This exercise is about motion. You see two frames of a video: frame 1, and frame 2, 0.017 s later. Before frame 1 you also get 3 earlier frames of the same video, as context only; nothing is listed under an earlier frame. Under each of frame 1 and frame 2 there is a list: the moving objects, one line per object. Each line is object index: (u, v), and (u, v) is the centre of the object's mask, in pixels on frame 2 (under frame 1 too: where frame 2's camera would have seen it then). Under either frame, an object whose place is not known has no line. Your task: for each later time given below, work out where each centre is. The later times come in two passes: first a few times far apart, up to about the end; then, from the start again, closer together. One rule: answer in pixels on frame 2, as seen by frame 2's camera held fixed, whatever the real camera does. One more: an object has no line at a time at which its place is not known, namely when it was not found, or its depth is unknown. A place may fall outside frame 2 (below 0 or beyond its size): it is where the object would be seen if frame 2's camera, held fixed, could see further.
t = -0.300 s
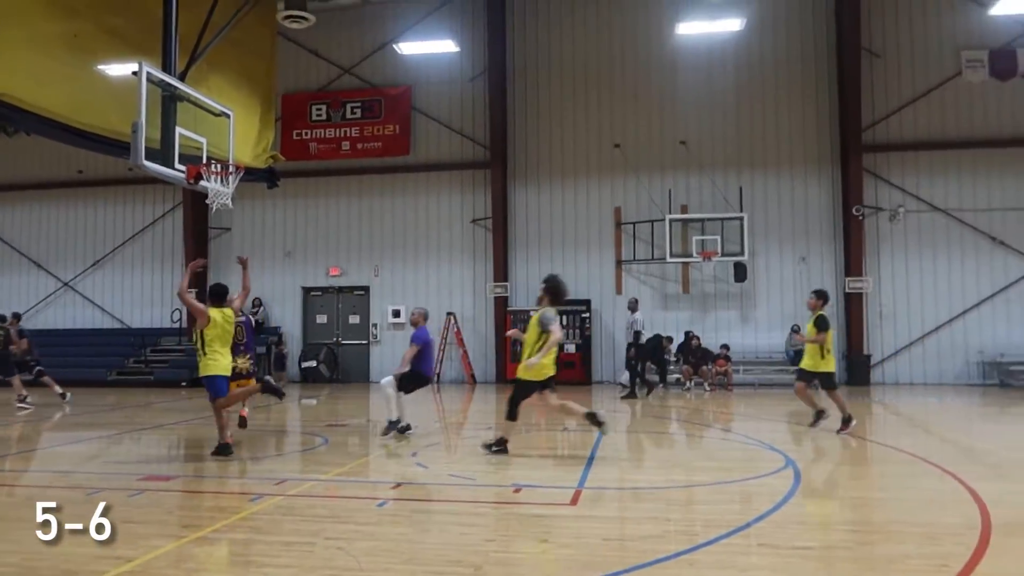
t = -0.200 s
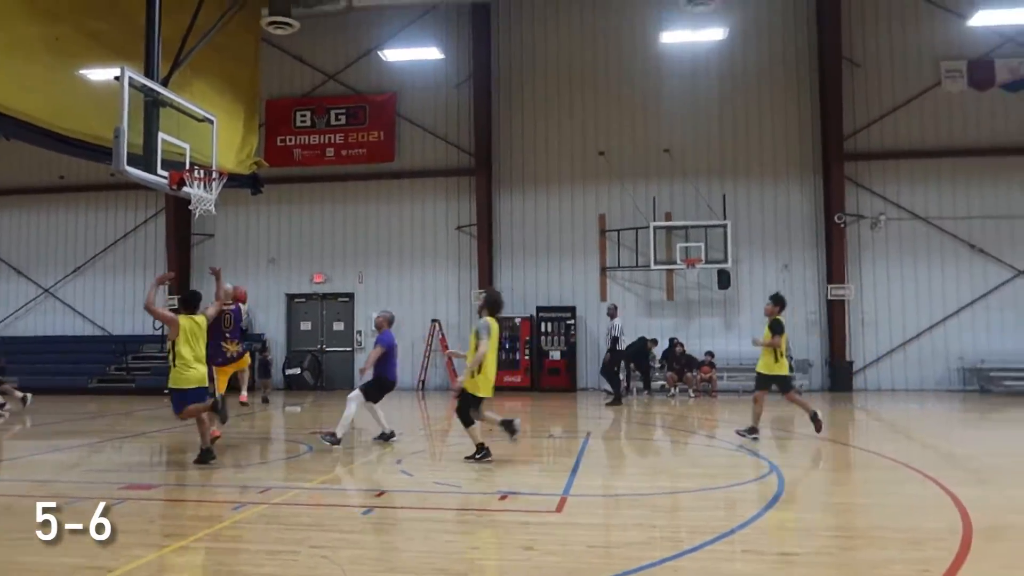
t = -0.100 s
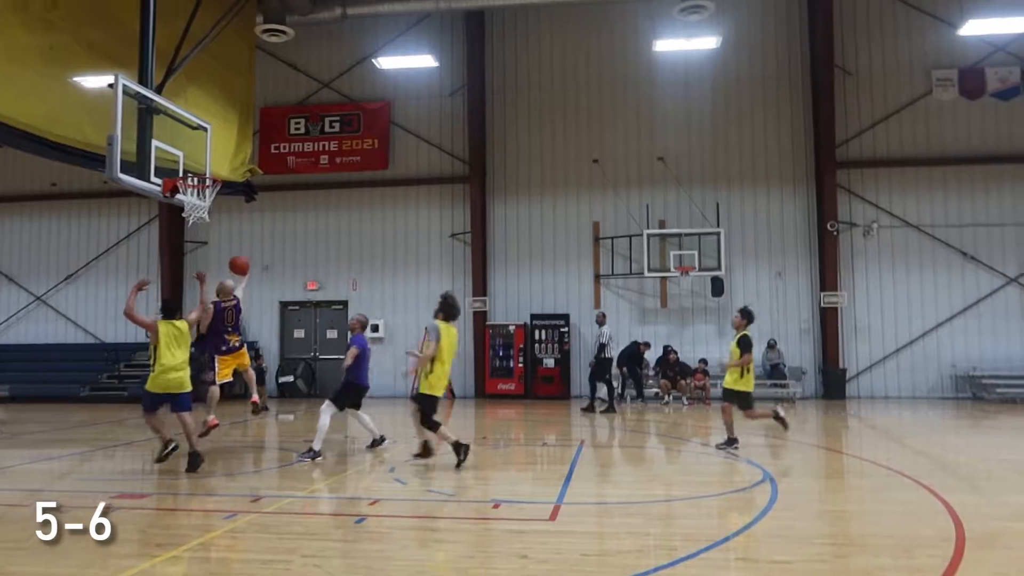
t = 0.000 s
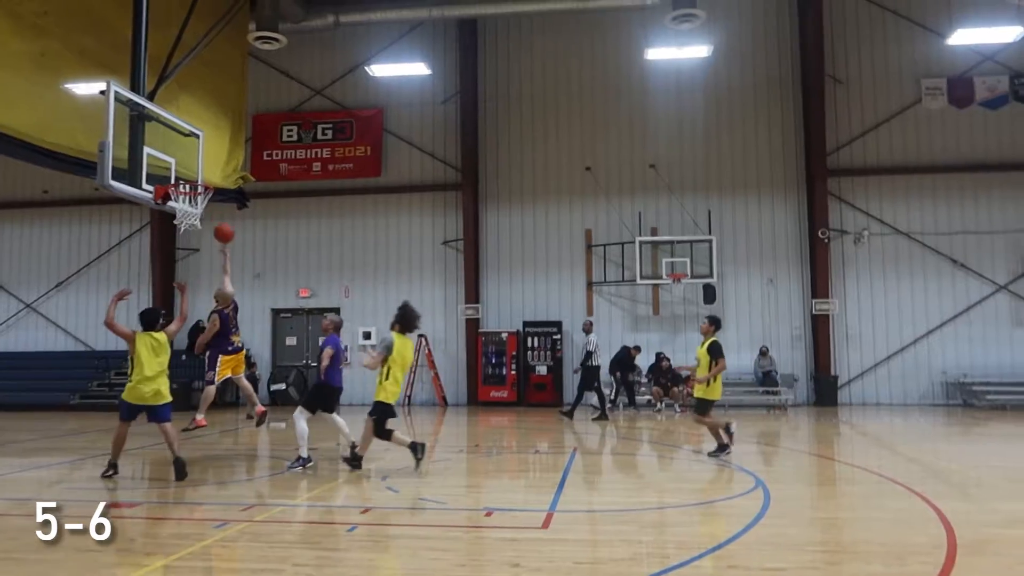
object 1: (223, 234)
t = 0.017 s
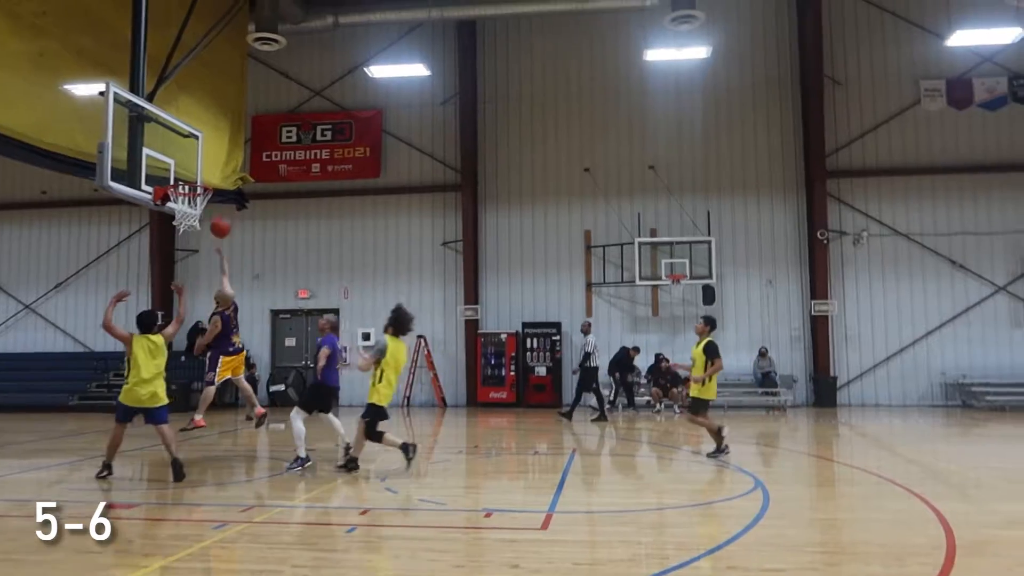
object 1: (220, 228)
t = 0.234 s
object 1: (190, 165)
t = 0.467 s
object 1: (185, 151)
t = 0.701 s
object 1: (190, 183)
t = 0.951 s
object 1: (191, 213)
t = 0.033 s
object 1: (218, 221)
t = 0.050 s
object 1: (217, 216)
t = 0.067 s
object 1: (214, 210)
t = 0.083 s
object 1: (214, 205)
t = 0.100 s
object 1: (213, 200)
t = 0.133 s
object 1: (205, 184)
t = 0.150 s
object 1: (202, 180)
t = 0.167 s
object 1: (200, 179)
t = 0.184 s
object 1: (198, 176)
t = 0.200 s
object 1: (195, 172)
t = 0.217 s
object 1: (193, 168)
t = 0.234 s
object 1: (190, 165)
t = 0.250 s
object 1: (188, 161)
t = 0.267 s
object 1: (185, 158)
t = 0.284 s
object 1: (183, 155)
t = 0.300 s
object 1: (181, 153)
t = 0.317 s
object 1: (181, 152)
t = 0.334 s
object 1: (181, 151)
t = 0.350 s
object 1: (182, 150)
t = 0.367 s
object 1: (182, 150)
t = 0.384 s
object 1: (182, 150)
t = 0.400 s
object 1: (183, 149)
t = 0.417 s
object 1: (183, 149)
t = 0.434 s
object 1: (184, 150)
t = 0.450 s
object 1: (184, 151)
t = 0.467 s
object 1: (185, 151)
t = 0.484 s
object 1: (185, 152)
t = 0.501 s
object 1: (185, 153)
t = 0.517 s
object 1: (186, 155)
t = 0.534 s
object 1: (186, 157)
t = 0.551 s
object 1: (186, 159)
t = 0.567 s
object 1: (187, 161)
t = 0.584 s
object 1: (187, 163)
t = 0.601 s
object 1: (188, 166)
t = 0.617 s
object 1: (188, 170)
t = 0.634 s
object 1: (188, 173)
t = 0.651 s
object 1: (189, 176)
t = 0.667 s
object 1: (189, 179)
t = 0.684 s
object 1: (190, 182)
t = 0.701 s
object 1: (190, 183)
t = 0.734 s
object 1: (196, 191)
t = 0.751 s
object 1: (195, 195)
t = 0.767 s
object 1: (195, 196)
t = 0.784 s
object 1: (195, 199)
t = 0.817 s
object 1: (199, 199)
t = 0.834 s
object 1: (199, 204)
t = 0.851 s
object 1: (198, 210)
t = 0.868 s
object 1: (198, 209)
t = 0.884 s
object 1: (194, 216)
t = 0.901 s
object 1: (193, 215)
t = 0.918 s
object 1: (192, 214)
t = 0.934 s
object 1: (192, 213)
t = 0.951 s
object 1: (191, 213)
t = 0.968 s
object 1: (191, 214)
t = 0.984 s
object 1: (191, 215)
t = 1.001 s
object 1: (190, 216)
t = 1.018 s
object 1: (189, 218)
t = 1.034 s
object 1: (188, 218)
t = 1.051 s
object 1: (188, 220)
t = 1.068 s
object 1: (187, 221)
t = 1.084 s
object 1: (186, 223)
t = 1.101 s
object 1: (186, 224)
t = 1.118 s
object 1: (185, 225)
